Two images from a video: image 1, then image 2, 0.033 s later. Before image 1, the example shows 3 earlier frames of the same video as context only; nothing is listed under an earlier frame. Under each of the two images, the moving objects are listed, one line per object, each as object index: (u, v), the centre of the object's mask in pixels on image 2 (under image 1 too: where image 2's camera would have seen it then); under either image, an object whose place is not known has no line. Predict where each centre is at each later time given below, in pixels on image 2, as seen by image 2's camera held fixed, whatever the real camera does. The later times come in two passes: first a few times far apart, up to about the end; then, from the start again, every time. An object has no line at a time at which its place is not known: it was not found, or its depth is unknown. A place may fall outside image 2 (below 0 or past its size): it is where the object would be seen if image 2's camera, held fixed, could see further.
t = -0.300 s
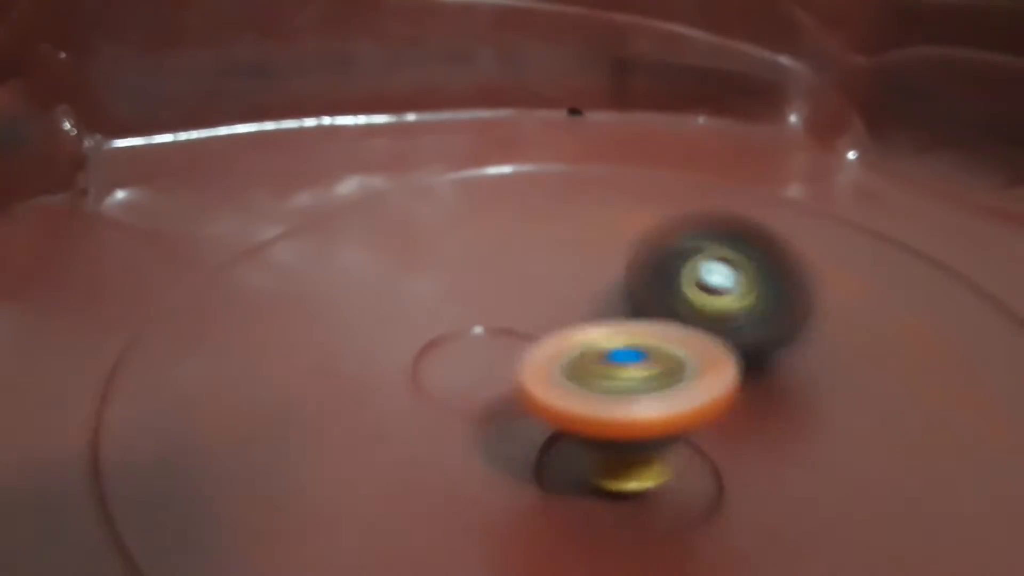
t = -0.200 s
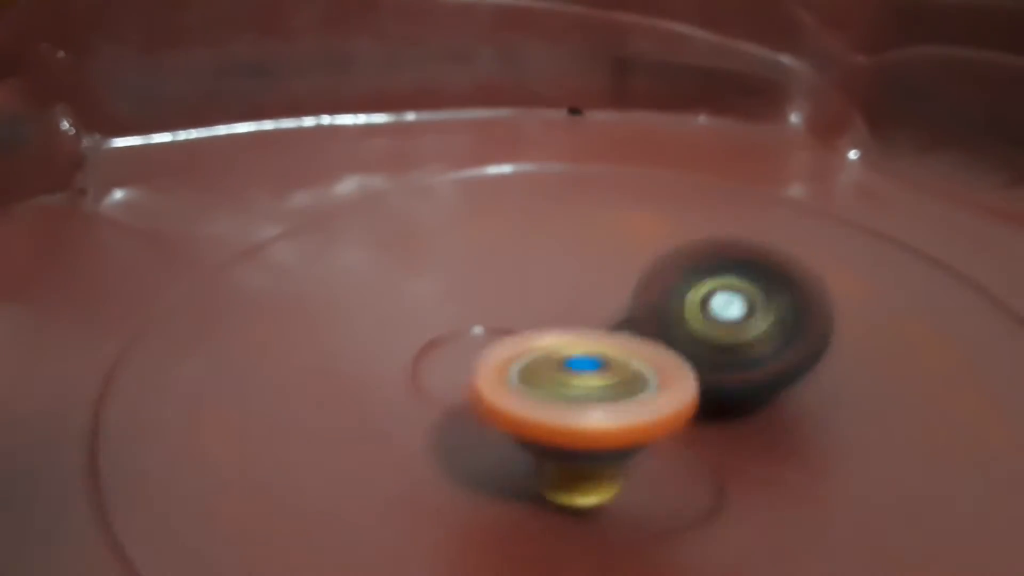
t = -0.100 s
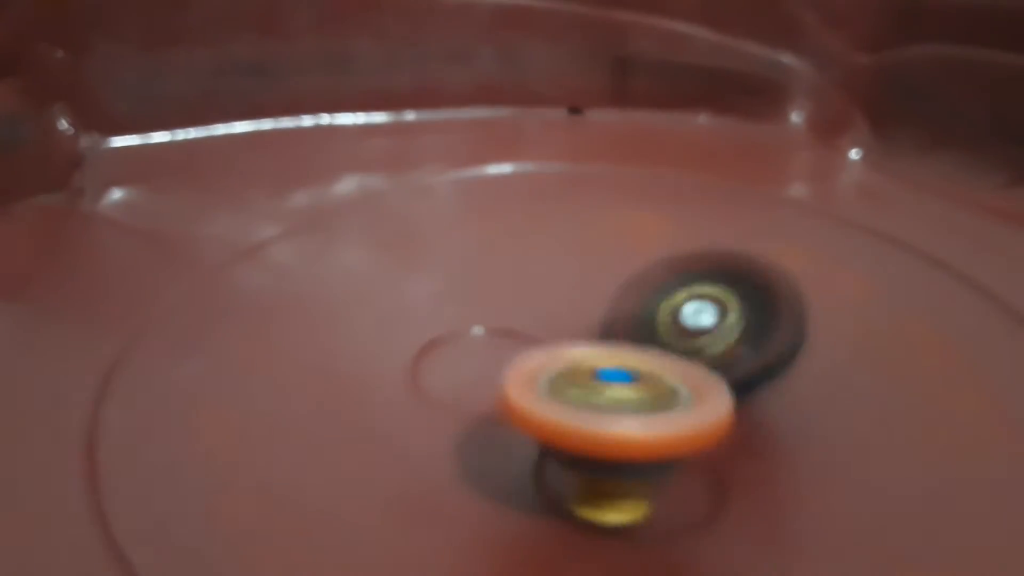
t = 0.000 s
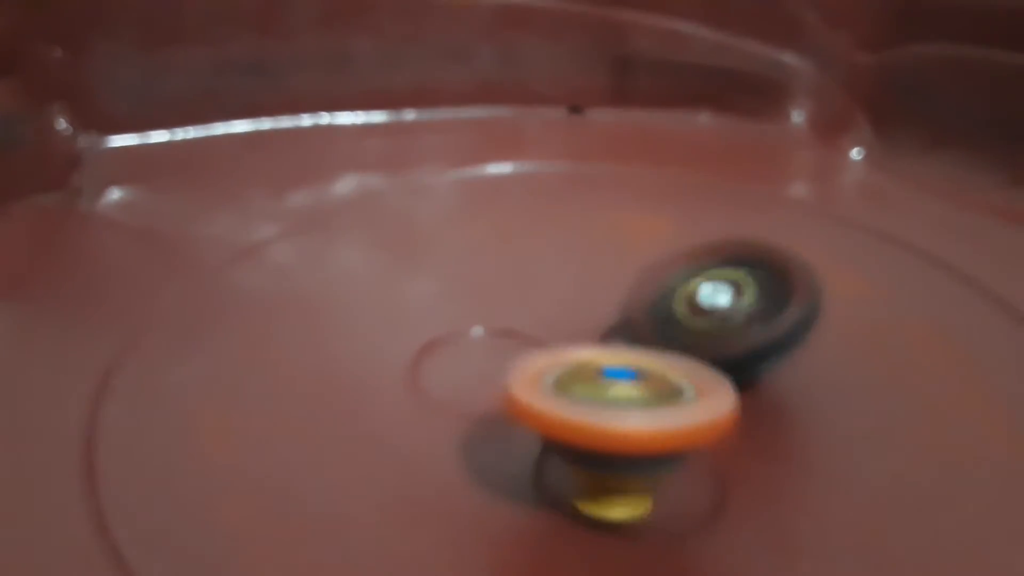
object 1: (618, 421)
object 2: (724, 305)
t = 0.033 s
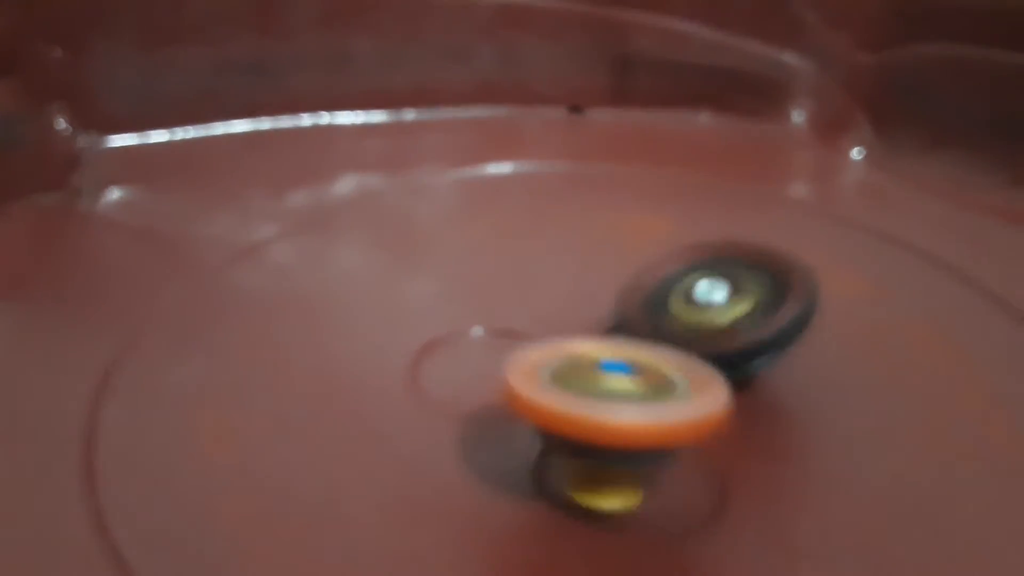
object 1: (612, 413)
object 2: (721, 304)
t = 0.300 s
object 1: (611, 399)
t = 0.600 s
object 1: (593, 391)
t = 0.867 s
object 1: (607, 380)
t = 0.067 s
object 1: (597, 405)
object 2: (718, 308)
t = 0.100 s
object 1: (576, 400)
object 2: (717, 313)
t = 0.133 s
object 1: (572, 397)
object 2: (714, 311)
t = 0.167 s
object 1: (580, 400)
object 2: (715, 318)
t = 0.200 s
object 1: (586, 403)
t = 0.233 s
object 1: (597, 405)
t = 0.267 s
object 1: (607, 404)
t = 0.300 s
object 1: (611, 399)
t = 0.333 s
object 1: (606, 392)
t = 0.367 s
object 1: (592, 383)
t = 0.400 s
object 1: (589, 381)
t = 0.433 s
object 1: (597, 389)
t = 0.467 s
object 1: (603, 394)
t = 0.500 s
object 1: (605, 393)
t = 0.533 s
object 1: (594, 394)
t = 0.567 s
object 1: (590, 394)
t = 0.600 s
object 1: (593, 391)
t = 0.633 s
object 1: (598, 385)
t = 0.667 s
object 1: (601, 378)
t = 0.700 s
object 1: (604, 372)
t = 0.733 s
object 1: (606, 377)
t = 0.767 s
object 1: (600, 383)
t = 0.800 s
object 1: (598, 385)
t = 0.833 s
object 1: (602, 384)
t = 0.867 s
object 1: (607, 380)
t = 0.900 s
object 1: (609, 375)
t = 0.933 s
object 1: (605, 374)
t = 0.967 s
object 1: (600, 378)
